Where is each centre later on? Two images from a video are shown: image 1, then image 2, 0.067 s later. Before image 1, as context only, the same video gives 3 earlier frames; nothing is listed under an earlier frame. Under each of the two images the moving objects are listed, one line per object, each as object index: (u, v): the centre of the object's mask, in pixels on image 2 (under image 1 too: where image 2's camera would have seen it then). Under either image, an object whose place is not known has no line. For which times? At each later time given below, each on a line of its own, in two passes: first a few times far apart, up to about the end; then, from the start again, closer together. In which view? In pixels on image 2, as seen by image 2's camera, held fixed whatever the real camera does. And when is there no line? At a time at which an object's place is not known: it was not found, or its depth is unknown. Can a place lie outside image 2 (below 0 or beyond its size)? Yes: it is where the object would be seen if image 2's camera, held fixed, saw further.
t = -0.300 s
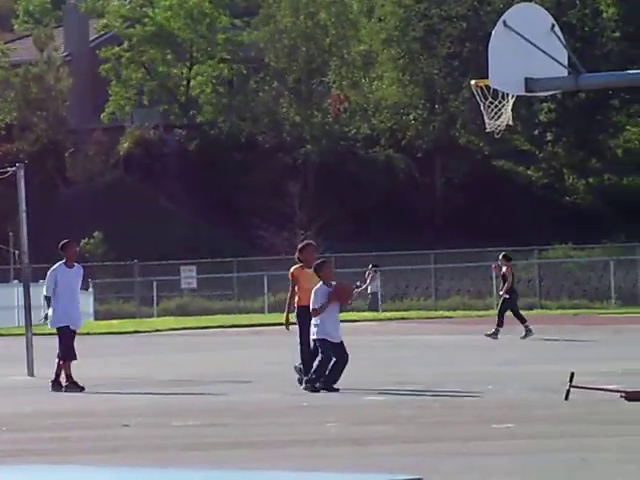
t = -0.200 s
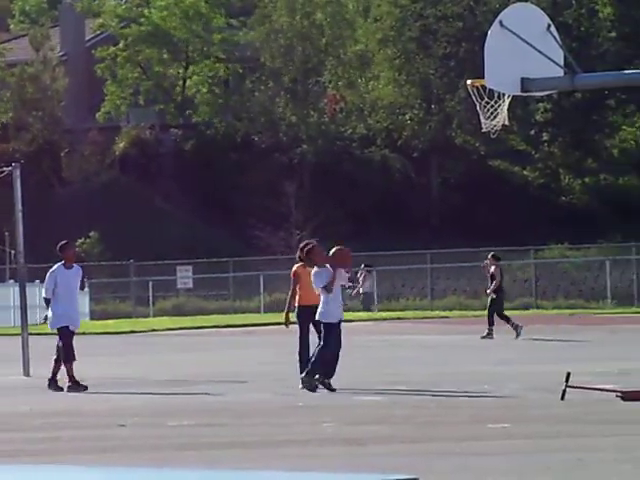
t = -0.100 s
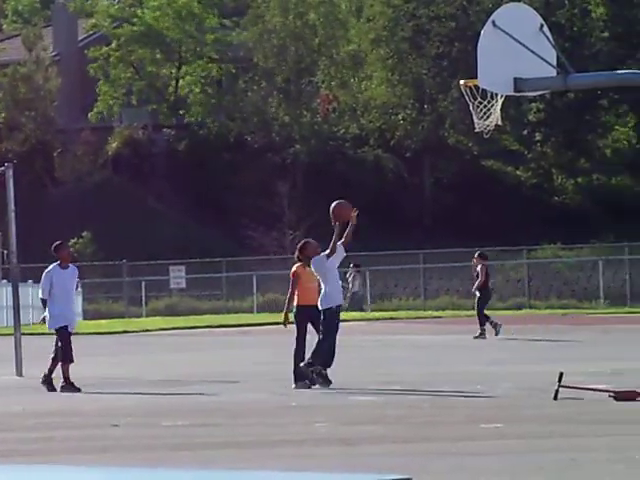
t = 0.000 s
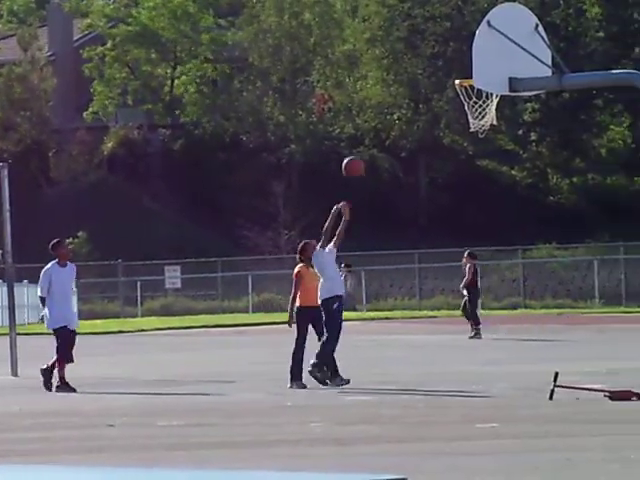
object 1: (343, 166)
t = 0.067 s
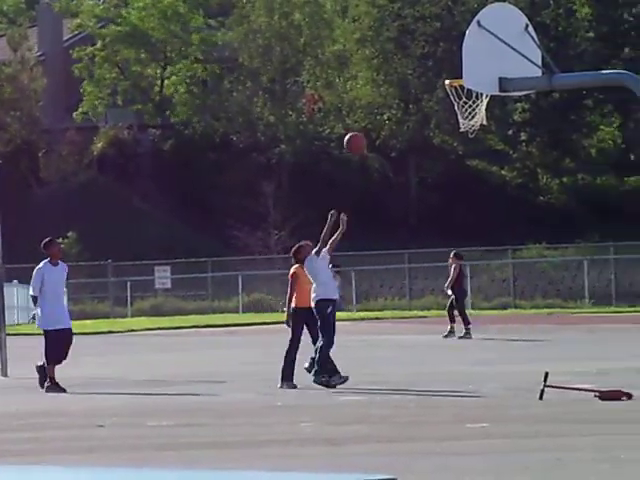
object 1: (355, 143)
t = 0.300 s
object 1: (397, 93)
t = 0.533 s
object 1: (441, 100)
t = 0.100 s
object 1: (361, 133)
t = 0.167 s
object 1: (373, 116)
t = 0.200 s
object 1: (379, 108)
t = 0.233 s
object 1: (385, 102)
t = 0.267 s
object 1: (391, 98)
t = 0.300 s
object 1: (397, 93)
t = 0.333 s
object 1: (404, 91)
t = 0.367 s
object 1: (410, 90)
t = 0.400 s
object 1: (416, 90)
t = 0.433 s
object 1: (422, 91)
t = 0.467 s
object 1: (429, 92)
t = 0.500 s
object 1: (436, 96)
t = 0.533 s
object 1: (441, 100)
